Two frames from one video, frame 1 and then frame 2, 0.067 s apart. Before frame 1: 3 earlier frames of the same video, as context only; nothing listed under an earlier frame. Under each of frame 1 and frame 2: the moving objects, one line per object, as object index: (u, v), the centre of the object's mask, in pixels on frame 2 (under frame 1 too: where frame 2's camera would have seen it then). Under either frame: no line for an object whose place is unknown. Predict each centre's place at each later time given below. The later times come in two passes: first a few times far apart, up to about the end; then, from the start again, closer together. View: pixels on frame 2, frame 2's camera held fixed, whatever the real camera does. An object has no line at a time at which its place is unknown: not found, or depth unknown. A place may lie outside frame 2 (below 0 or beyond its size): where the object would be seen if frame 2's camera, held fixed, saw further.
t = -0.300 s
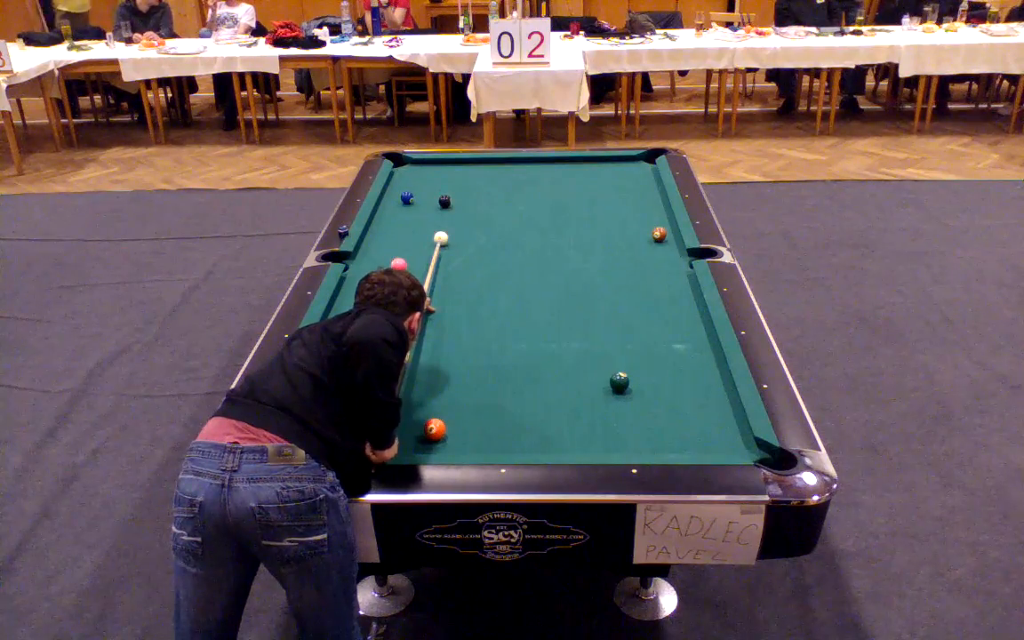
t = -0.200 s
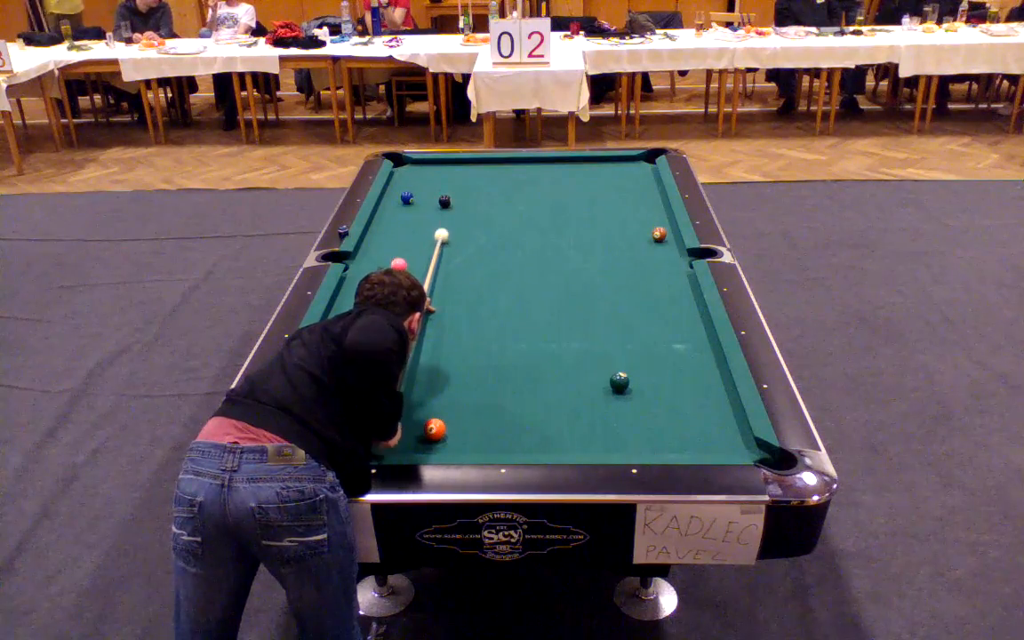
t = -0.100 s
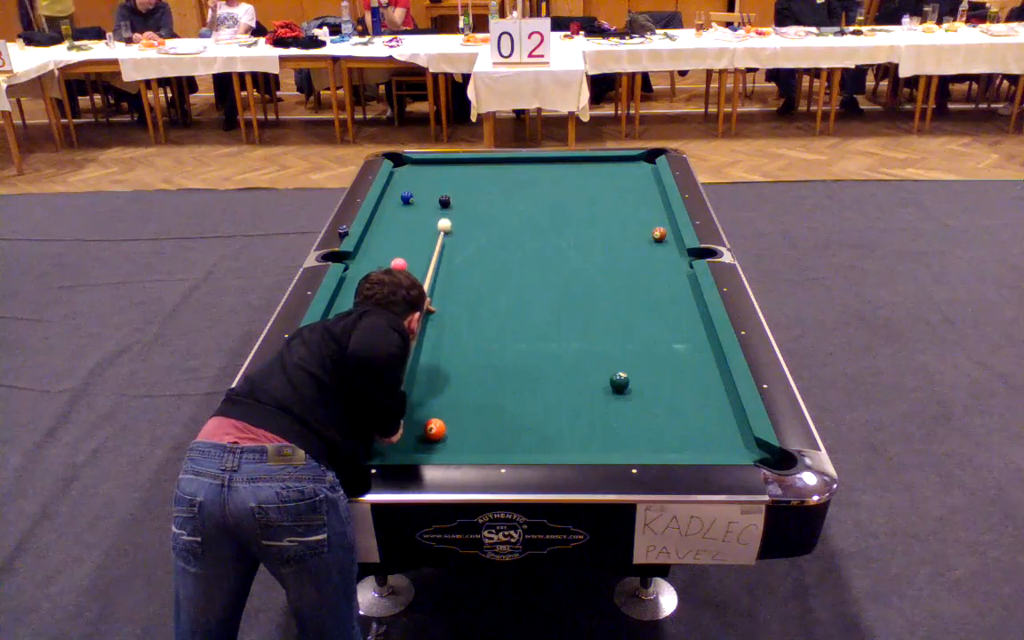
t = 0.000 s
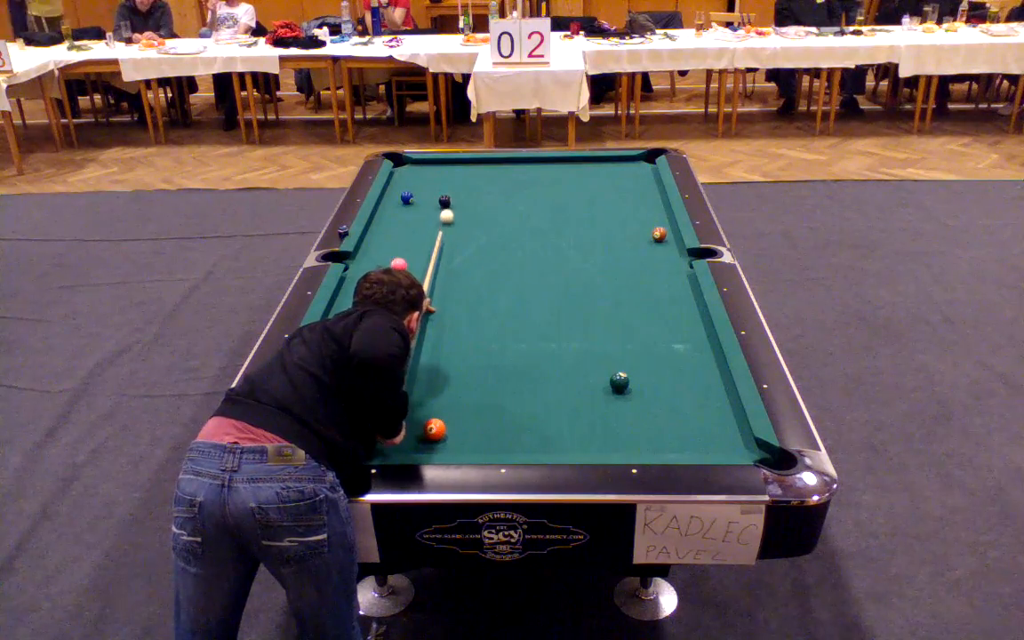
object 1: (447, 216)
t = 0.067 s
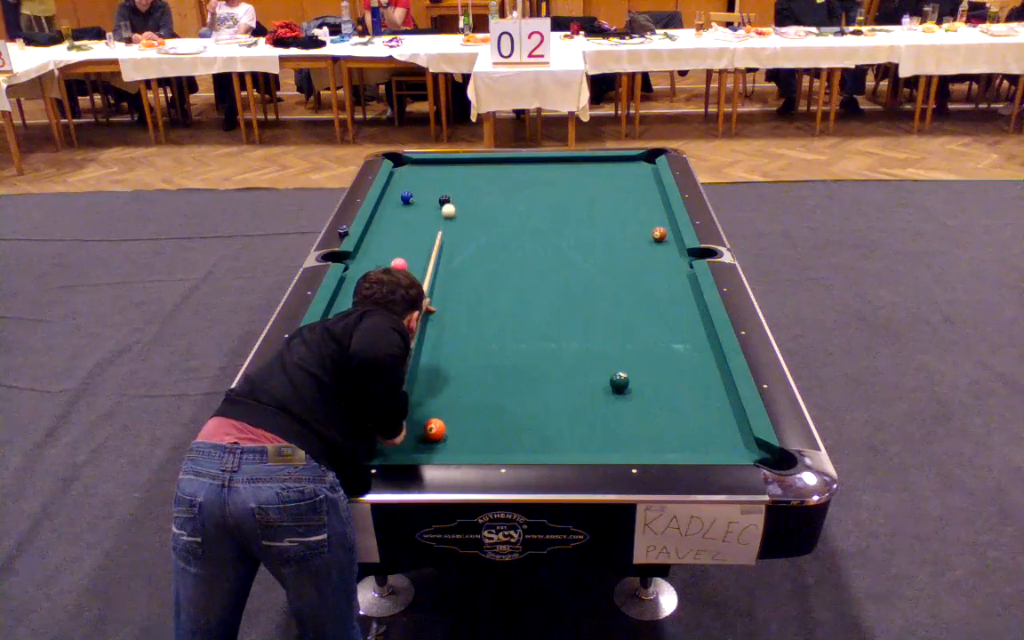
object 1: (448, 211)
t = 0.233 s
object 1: (459, 202)
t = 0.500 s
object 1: (479, 194)
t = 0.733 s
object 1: (496, 187)
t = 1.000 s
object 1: (513, 180)
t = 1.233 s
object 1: (527, 174)
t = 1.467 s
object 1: (540, 168)
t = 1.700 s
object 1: (552, 164)
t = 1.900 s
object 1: (561, 159)
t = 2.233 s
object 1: (571, 162)
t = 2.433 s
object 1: (576, 164)
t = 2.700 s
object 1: (583, 166)
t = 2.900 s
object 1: (588, 167)
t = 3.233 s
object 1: (594, 169)
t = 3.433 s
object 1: (597, 170)
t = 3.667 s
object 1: (600, 171)
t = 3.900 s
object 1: (603, 171)
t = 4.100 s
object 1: (604, 172)
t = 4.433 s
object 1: (606, 172)
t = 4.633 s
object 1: (606, 172)
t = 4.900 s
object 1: (606, 172)
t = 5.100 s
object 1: (606, 172)
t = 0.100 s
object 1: (449, 208)
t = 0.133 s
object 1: (450, 205)
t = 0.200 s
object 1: (456, 203)
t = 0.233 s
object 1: (459, 202)
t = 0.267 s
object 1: (461, 201)
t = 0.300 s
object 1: (464, 200)
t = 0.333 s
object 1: (467, 199)
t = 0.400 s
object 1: (472, 197)
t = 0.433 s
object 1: (474, 196)
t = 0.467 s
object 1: (477, 195)
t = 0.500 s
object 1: (479, 194)
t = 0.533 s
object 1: (482, 193)
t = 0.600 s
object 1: (487, 191)
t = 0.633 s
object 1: (489, 190)
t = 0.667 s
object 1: (491, 189)
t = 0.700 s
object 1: (494, 188)
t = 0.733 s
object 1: (496, 187)
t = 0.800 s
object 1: (500, 185)
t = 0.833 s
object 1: (502, 184)
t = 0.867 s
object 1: (505, 183)
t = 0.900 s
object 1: (507, 182)
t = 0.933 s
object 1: (509, 182)
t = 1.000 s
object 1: (513, 180)
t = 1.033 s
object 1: (515, 179)
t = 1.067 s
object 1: (517, 178)
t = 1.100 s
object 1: (519, 177)
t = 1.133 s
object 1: (521, 176)
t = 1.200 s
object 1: (525, 175)
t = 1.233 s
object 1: (527, 174)
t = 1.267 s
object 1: (529, 173)
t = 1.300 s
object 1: (531, 172)
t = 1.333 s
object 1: (533, 172)
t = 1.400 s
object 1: (536, 170)
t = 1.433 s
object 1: (538, 169)
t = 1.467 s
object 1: (540, 168)
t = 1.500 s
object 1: (541, 168)
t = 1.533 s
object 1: (543, 167)
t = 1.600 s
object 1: (547, 165)
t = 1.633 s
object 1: (548, 165)
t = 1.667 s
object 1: (550, 164)
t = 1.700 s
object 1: (552, 164)
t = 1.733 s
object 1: (553, 163)
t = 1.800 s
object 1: (556, 161)
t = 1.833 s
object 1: (558, 161)
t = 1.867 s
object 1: (559, 160)
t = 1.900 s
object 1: (561, 159)
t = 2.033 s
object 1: (565, 160)
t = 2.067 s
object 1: (566, 160)
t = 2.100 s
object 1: (567, 161)
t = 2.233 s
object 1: (571, 162)
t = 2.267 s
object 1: (572, 162)
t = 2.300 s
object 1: (573, 163)
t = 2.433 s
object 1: (576, 164)
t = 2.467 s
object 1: (577, 164)
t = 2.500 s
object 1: (578, 164)
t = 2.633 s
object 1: (581, 165)
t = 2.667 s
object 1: (582, 165)
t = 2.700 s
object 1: (583, 166)
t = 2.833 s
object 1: (586, 167)
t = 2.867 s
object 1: (587, 167)
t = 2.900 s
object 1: (588, 167)
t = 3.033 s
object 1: (590, 168)
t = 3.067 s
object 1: (590, 168)
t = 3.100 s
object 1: (591, 168)
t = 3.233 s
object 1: (594, 169)
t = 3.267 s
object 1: (594, 169)
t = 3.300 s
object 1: (595, 169)
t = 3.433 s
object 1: (597, 170)
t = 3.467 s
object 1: (597, 170)
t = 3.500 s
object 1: (598, 170)
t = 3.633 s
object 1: (600, 171)
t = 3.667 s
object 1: (600, 171)
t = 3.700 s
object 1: (601, 171)
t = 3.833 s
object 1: (602, 171)
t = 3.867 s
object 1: (602, 171)
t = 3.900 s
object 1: (603, 171)
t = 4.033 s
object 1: (604, 172)
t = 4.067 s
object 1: (604, 172)
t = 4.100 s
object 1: (604, 172)
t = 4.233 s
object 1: (605, 172)
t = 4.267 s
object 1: (605, 172)
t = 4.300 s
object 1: (605, 172)
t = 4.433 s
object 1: (606, 172)
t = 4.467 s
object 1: (606, 172)
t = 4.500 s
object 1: (606, 172)
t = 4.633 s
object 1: (606, 172)
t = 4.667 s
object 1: (606, 172)
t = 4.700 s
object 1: (606, 172)
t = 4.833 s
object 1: (606, 172)
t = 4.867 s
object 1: (606, 172)
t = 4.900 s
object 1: (606, 172)
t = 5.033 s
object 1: (606, 172)
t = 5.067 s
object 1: (606, 172)
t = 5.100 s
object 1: (606, 172)
